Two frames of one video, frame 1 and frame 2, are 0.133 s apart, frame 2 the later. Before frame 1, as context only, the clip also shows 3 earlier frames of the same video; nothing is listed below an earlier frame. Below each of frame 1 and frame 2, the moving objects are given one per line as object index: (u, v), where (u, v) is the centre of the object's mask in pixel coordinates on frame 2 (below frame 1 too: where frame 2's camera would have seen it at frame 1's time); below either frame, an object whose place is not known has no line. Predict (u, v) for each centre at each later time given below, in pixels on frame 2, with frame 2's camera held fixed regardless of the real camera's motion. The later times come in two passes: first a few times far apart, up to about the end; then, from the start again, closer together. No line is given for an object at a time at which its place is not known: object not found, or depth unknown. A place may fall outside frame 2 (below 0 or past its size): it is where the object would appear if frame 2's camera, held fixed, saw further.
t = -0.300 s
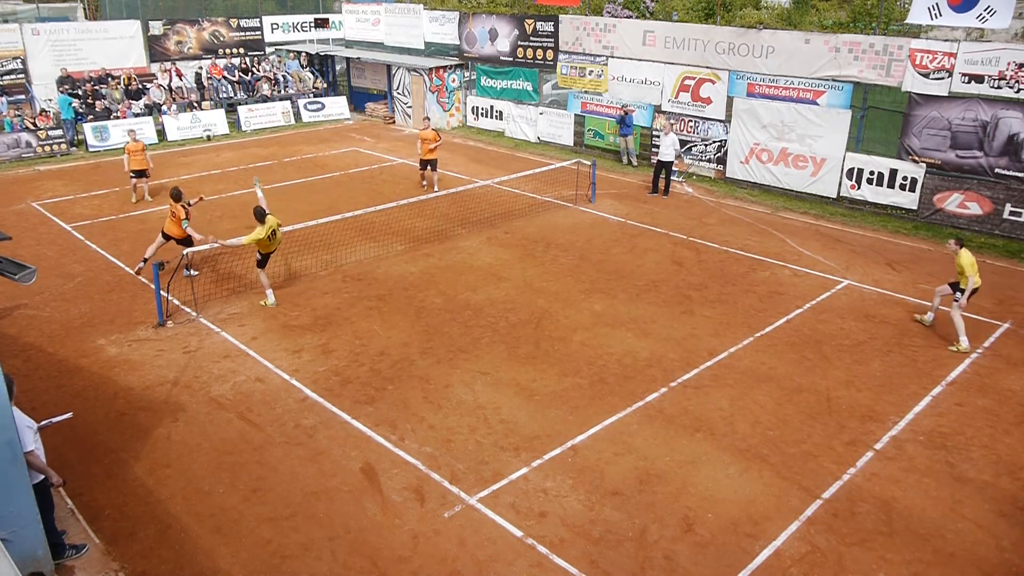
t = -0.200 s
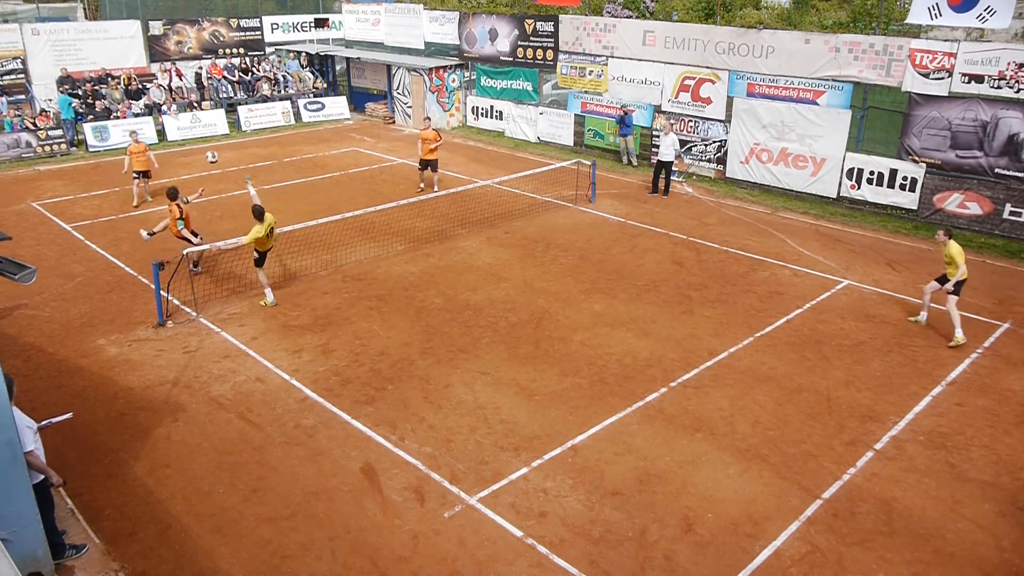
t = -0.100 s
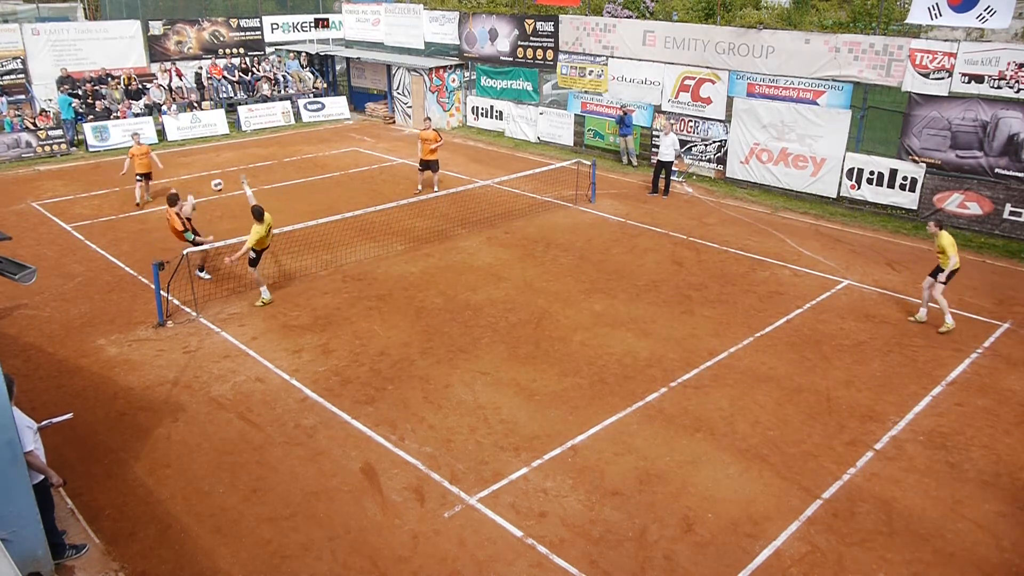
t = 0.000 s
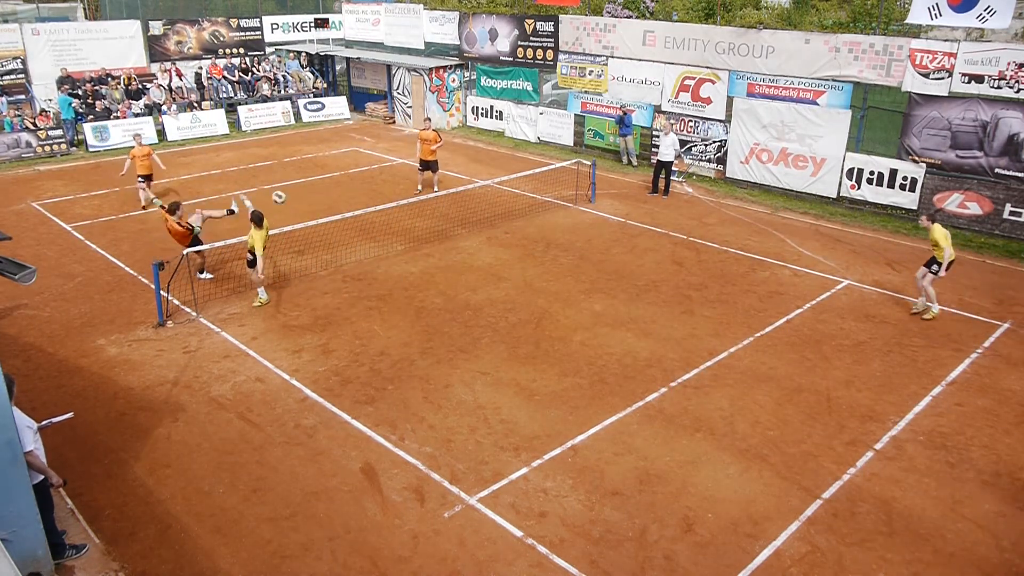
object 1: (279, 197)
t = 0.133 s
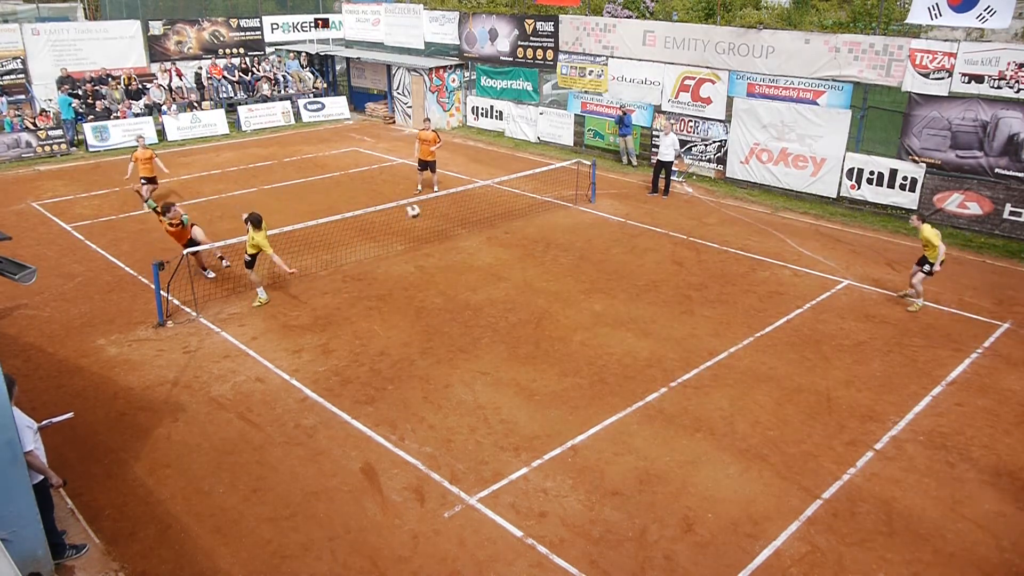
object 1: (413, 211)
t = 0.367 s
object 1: (673, 278)
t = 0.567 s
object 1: (885, 335)
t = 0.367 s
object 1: (673, 278)
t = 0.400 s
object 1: (711, 292)
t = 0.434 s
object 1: (750, 308)
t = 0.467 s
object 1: (788, 324)
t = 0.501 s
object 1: (826, 341)
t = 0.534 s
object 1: (857, 343)
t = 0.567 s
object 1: (885, 335)
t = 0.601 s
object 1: (912, 327)
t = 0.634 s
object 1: (940, 321)
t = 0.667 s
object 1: (968, 315)
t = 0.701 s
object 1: (998, 311)
